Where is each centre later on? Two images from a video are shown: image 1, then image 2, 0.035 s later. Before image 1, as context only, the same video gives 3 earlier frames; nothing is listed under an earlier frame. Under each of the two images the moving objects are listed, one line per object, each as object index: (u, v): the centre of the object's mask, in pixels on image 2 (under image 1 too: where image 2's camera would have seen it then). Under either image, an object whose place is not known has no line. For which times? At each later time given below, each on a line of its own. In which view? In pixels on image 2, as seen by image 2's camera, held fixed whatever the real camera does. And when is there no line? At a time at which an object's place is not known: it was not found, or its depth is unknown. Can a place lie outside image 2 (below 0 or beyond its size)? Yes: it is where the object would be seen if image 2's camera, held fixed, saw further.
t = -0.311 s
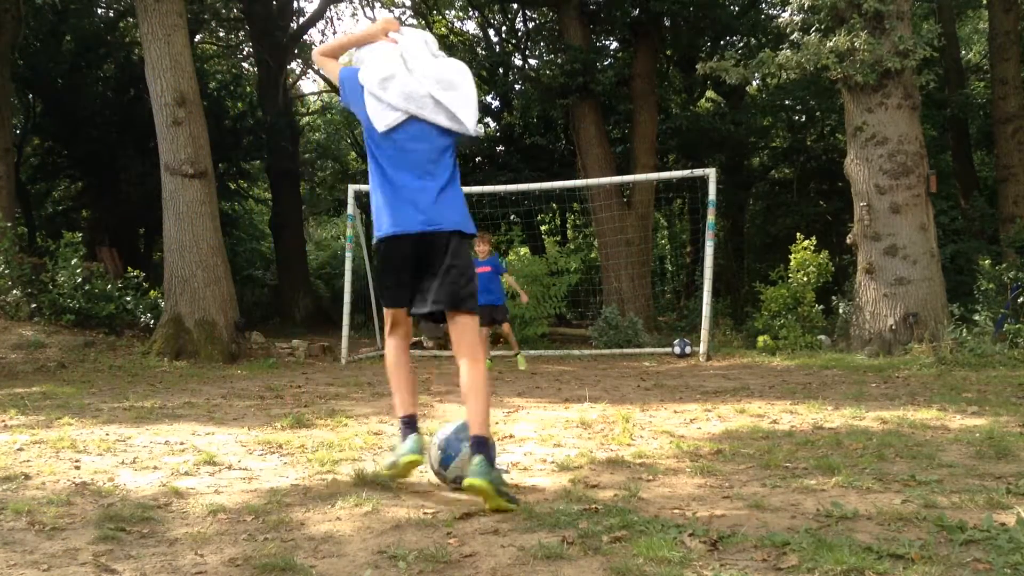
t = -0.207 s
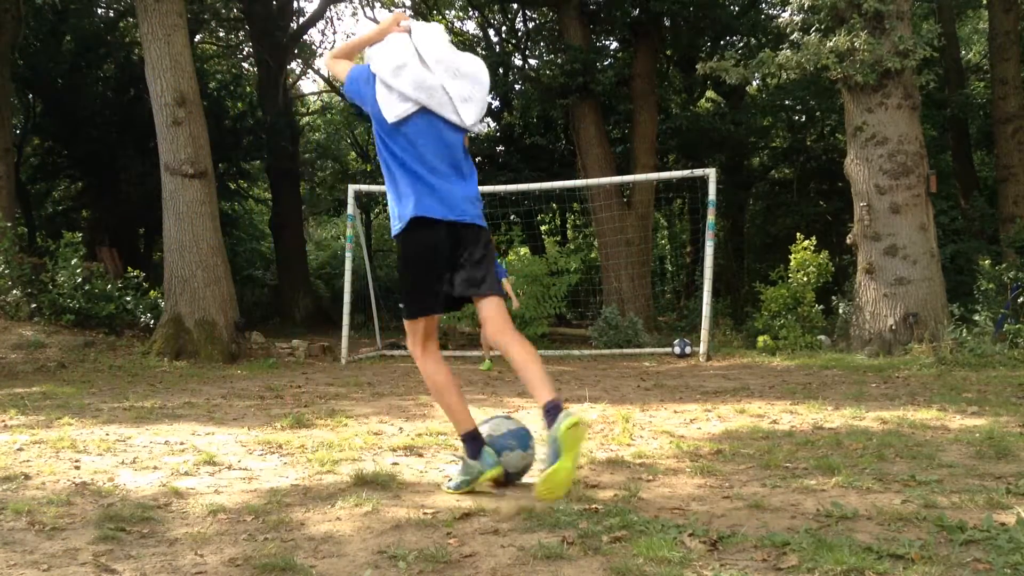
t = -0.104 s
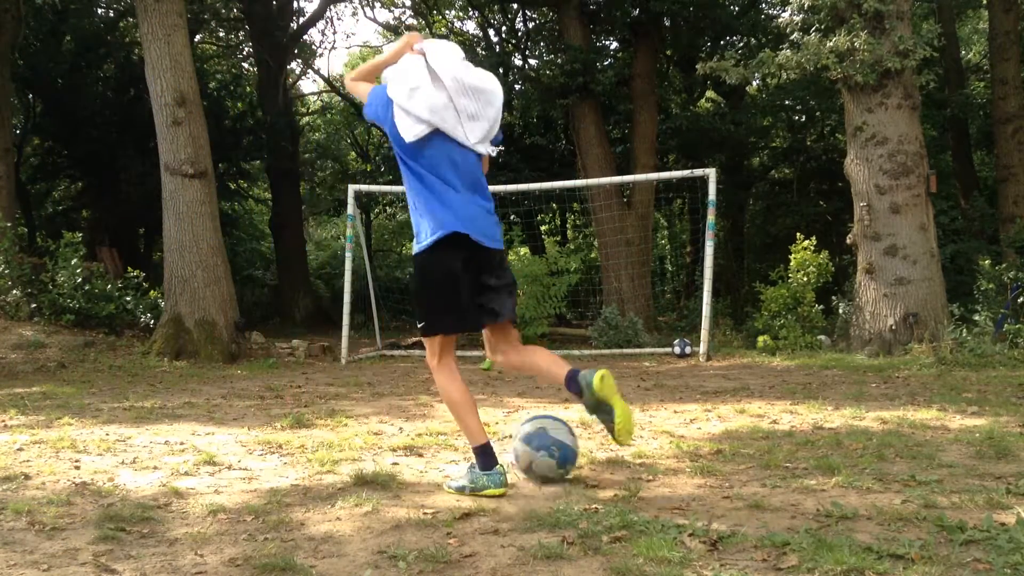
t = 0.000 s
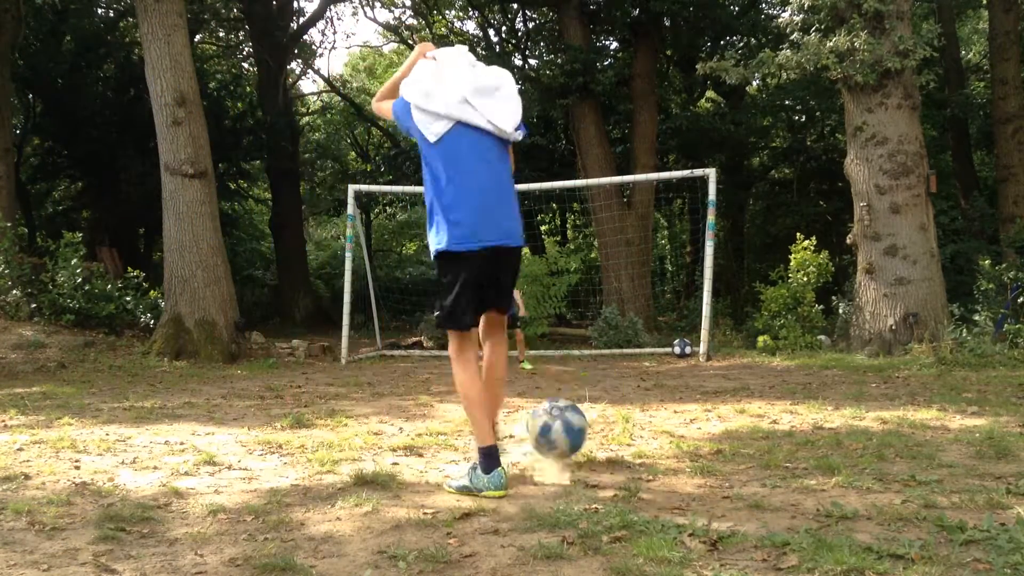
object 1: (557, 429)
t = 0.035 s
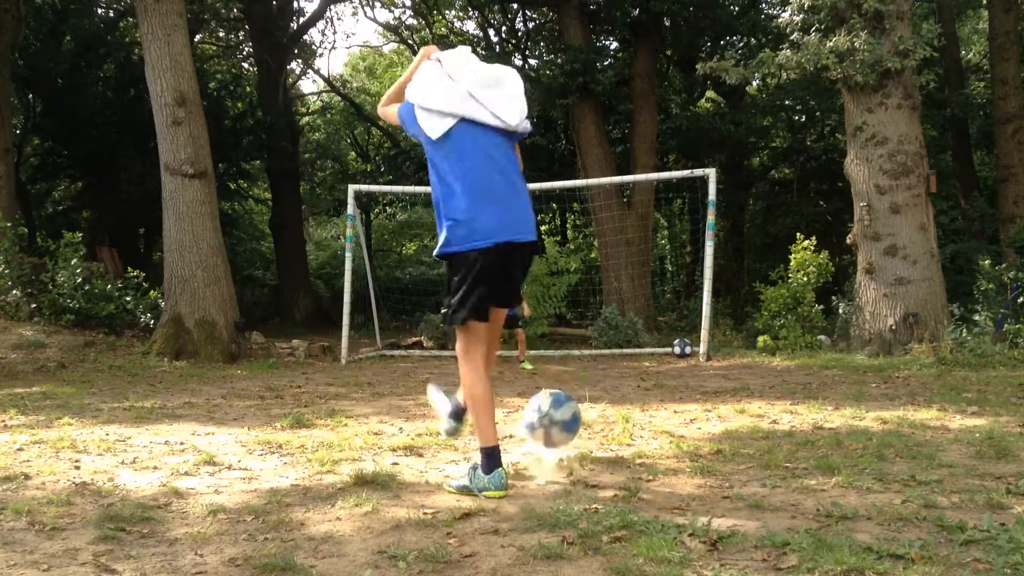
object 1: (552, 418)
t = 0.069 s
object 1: (548, 412)
